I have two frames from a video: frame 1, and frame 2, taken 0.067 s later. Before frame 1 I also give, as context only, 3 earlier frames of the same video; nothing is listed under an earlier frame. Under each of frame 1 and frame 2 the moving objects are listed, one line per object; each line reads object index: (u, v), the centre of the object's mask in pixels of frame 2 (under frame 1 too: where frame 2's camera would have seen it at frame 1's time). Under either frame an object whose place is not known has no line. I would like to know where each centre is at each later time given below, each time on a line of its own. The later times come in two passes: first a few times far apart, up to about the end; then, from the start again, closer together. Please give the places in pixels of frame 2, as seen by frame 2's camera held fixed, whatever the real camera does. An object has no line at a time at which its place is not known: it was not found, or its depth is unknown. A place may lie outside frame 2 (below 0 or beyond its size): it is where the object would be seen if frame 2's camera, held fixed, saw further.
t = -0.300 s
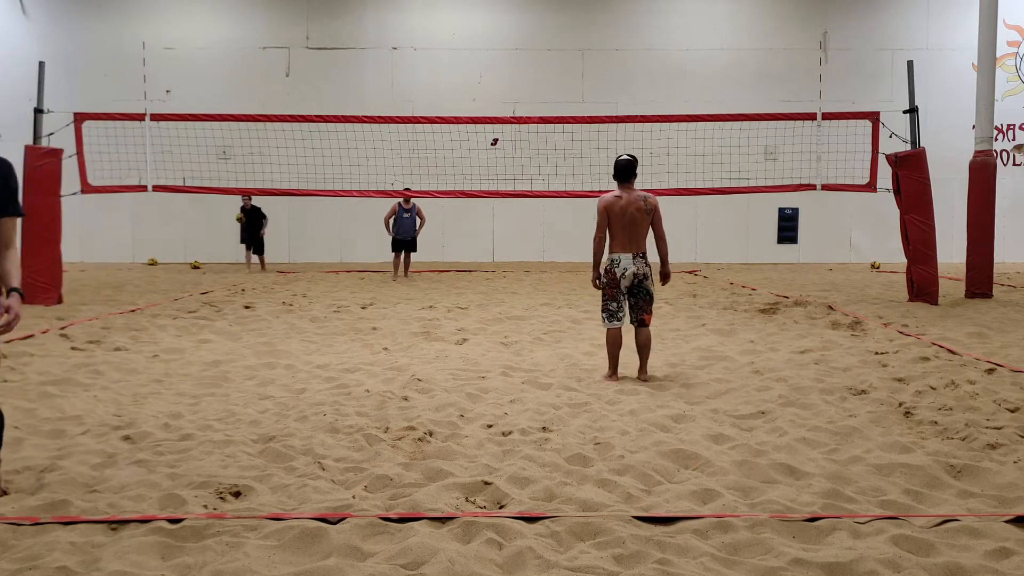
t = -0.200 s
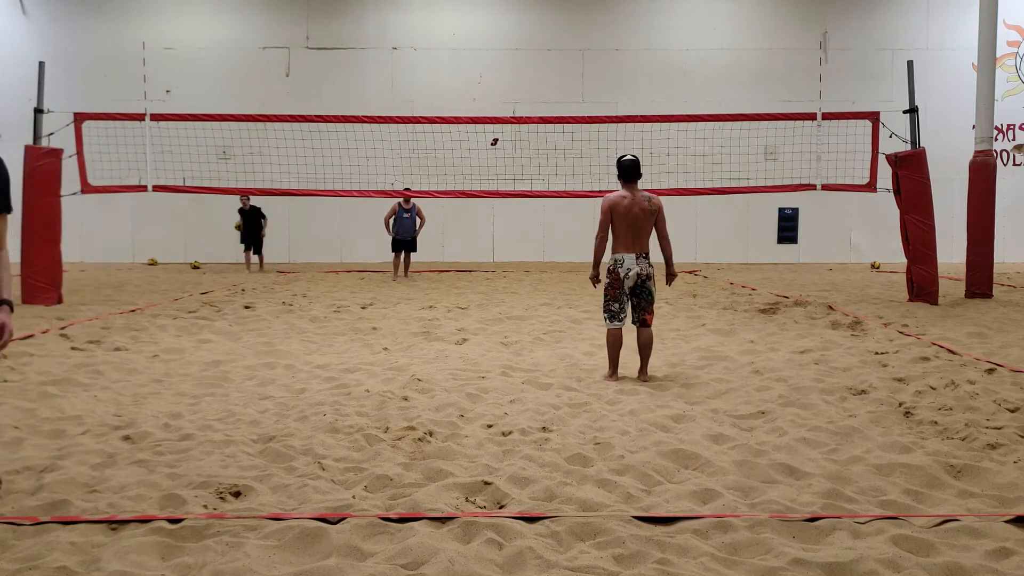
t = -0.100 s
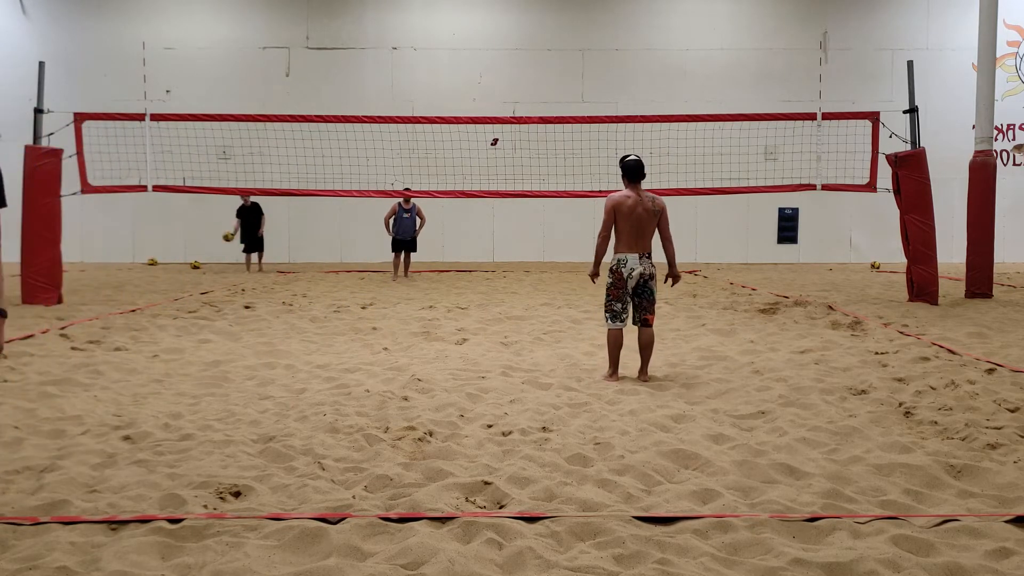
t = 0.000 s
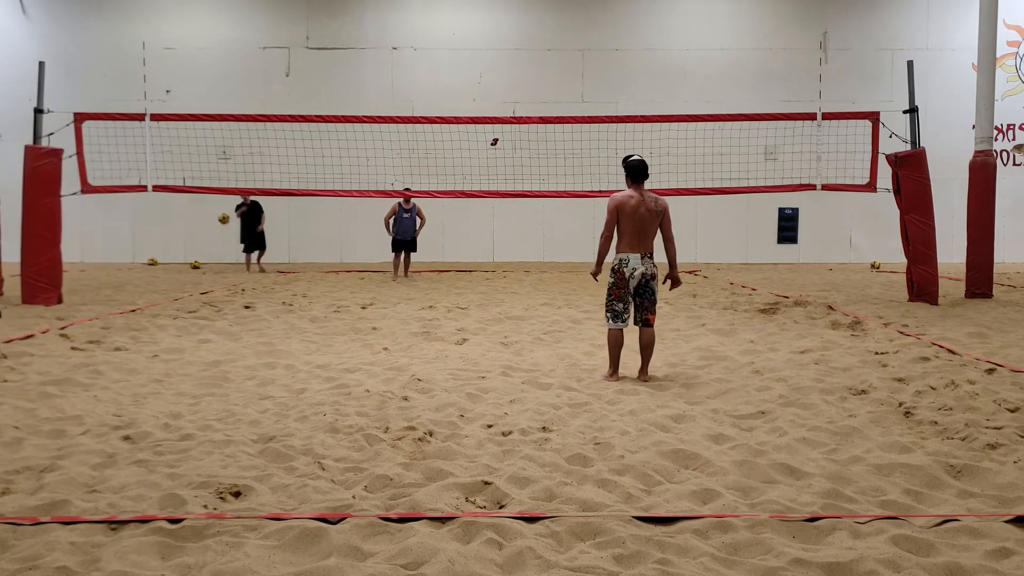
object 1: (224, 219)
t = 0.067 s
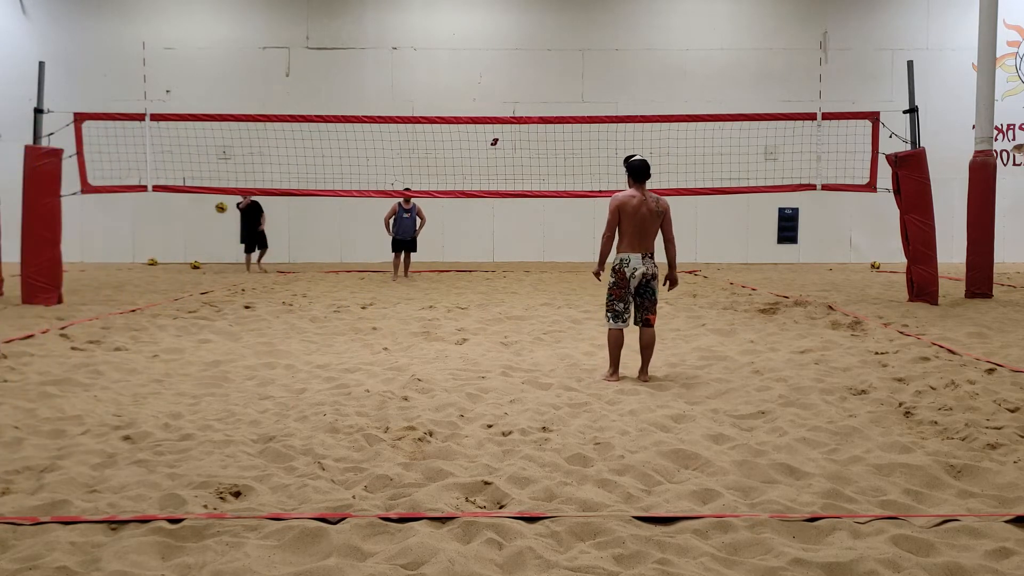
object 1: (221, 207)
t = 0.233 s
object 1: (210, 185)
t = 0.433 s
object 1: (194, 183)
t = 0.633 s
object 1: (169, 221)
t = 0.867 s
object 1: (125, 328)
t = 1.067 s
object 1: (131, 266)
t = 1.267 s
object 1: (139, 245)
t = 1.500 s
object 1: (151, 294)
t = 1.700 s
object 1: (164, 414)
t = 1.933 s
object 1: (150, 356)
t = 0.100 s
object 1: (219, 203)
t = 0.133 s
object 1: (217, 199)
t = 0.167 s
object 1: (215, 197)
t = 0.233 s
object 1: (210, 185)
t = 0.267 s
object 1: (208, 183)
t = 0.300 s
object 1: (206, 183)
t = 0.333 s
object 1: (203, 182)
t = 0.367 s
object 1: (200, 182)
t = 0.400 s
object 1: (197, 182)
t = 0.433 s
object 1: (194, 183)
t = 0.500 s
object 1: (186, 197)
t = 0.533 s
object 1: (182, 199)
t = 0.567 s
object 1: (178, 204)
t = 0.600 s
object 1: (174, 212)
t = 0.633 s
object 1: (169, 221)
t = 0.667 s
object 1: (163, 231)
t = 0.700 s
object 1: (158, 243)
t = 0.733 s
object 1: (151, 257)
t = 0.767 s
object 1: (145, 274)
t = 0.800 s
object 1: (138, 292)
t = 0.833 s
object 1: (131, 312)
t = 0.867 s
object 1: (125, 328)
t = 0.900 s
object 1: (125, 315)
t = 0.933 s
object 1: (126, 304)
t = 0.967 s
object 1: (128, 293)
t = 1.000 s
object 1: (129, 283)
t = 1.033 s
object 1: (130, 274)
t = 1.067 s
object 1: (131, 266)
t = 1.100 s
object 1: (132, 260)
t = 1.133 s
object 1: (134, 254)
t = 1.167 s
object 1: (135, 250)
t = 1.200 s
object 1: (136, 247)
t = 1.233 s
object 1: (138, 245)
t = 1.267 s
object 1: (139, 245)
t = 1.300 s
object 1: (140, 246)
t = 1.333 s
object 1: (142, 249)
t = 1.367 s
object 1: (143, 254)
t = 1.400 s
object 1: (145, 261)
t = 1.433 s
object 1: (147, 269)
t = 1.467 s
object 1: (148, 280)
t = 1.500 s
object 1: (151, 294)
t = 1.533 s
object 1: (153, 309)
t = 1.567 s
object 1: (155, 327)
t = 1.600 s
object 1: (157, 349)
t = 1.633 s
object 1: (160, 373)
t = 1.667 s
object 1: (163, 402)
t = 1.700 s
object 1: (164, 414)
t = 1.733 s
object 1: (162, 400)
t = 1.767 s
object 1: (160, 389)
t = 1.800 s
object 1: (158, 379)
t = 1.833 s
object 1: (156, 370)
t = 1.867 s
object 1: (155, 363)
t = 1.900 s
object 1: (152, 358)
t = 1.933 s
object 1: (150, 356)
